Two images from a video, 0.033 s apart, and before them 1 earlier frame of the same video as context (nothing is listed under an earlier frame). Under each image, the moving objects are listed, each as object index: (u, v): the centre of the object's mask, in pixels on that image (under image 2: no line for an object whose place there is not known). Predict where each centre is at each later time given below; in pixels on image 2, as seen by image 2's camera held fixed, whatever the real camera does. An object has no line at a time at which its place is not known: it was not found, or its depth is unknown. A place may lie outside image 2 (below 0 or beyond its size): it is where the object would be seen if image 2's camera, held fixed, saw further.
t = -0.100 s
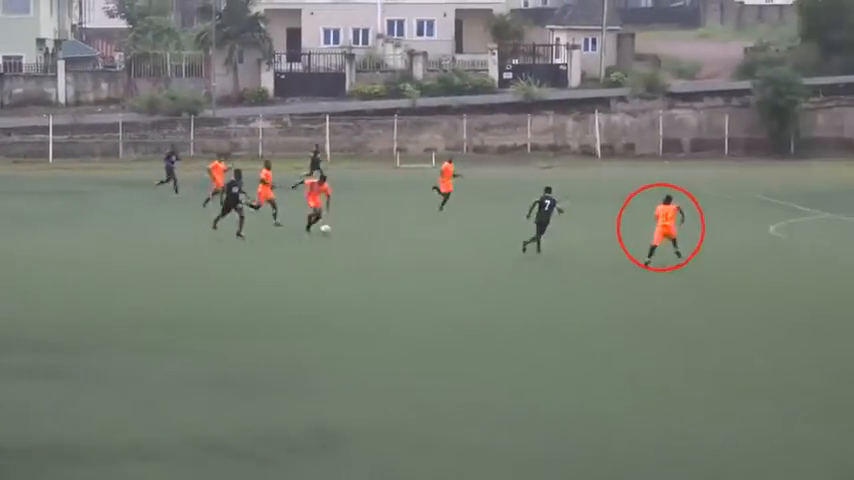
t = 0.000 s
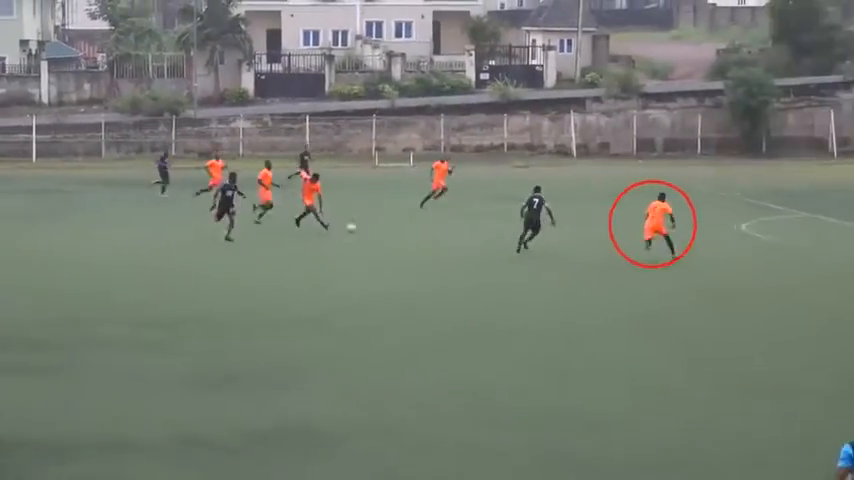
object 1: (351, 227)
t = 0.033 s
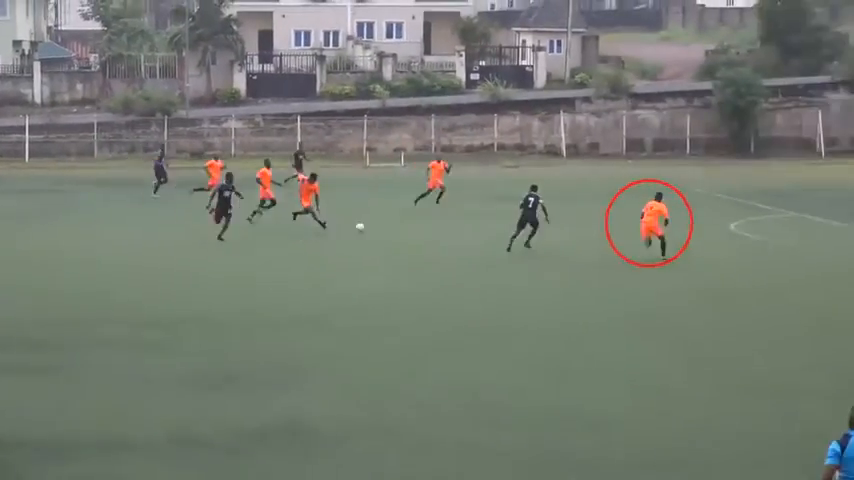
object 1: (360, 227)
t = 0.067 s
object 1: (369, 225)
